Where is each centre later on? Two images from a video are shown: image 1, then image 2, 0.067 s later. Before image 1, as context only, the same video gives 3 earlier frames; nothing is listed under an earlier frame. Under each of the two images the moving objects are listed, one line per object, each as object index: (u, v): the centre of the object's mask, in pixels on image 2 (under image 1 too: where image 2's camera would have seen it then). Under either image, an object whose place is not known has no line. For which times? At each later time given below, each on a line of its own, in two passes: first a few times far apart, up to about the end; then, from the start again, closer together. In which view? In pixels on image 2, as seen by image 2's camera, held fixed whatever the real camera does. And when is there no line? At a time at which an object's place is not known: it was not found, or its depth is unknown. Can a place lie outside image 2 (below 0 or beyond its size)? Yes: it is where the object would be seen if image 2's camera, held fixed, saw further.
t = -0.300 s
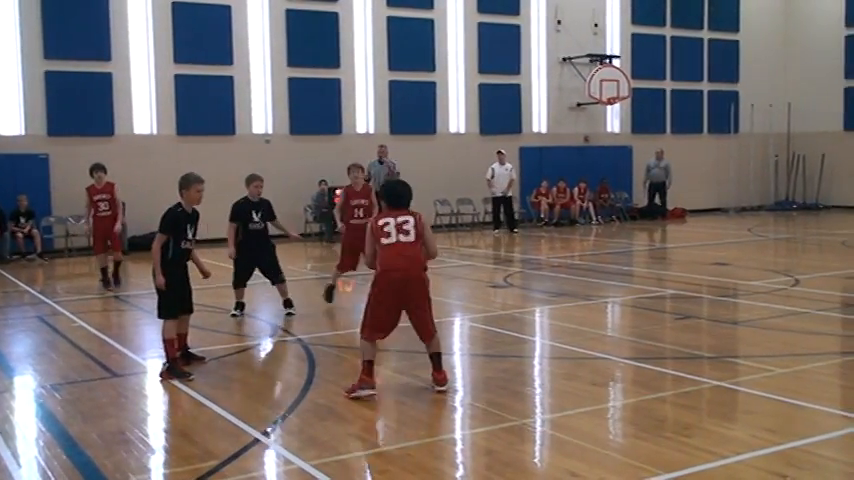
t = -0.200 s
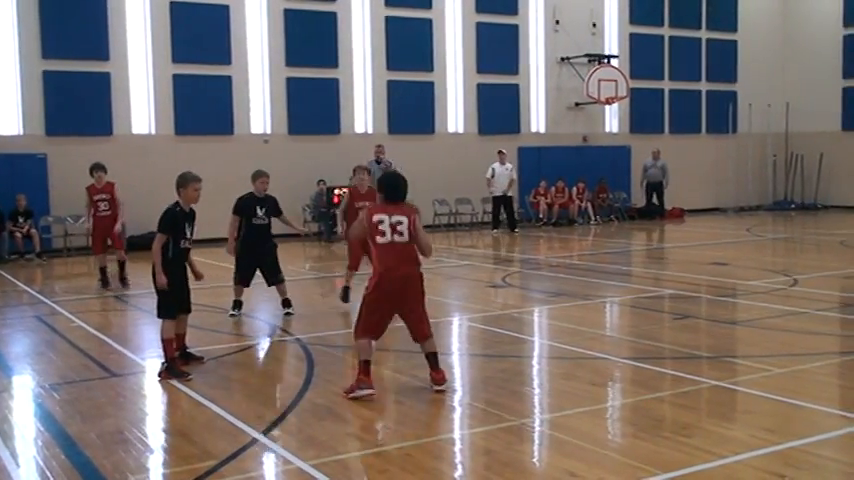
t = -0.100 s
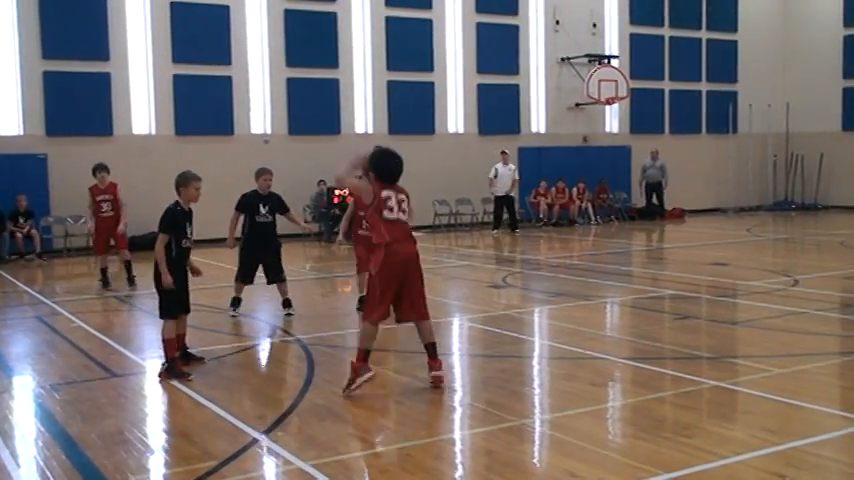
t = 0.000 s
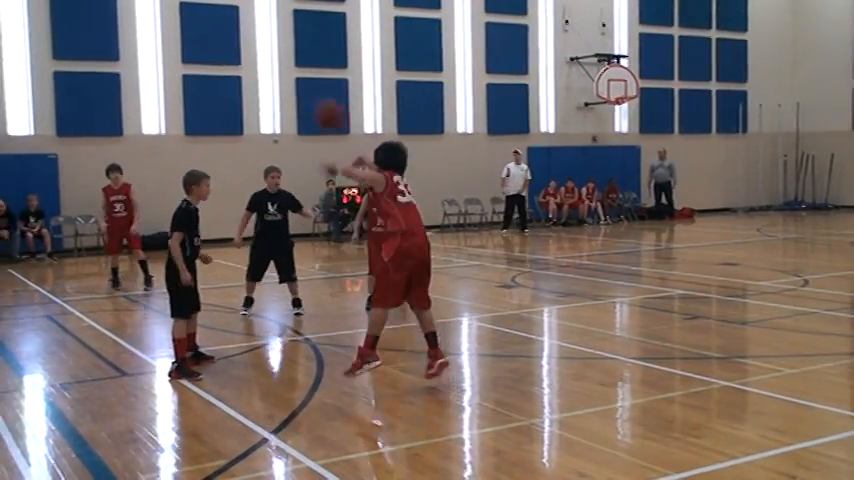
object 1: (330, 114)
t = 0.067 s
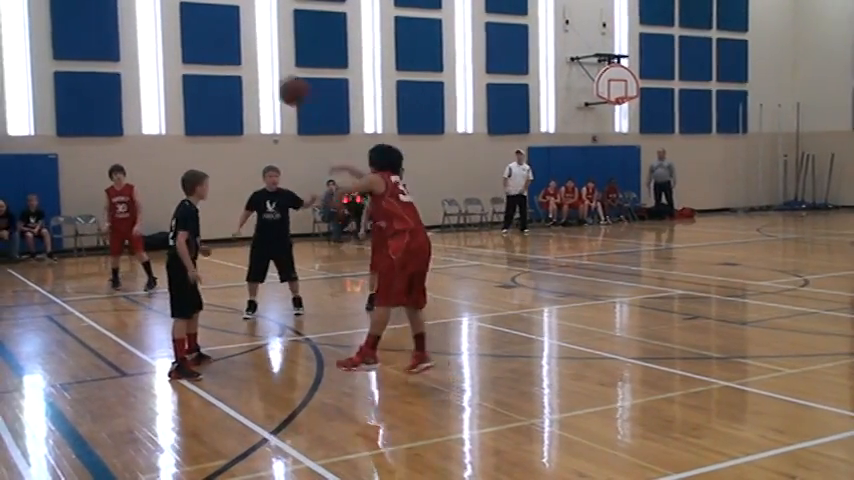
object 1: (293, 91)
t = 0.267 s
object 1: (200, 56)
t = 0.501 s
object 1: (121, 74)
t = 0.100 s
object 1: (277, 81)
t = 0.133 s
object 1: (258, 73)
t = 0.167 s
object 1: (243, 66)
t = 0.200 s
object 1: (228, 61)
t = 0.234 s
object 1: (214, 58)
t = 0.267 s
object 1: (200, 56)
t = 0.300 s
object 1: (187, 55)
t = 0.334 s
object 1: (174, 55)
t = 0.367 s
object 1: (164, 57)
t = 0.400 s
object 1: (153, 60)
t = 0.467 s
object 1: (130, 68)
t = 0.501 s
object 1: (121, 74)
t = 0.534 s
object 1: (111, 79)
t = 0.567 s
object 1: (102, 87)
